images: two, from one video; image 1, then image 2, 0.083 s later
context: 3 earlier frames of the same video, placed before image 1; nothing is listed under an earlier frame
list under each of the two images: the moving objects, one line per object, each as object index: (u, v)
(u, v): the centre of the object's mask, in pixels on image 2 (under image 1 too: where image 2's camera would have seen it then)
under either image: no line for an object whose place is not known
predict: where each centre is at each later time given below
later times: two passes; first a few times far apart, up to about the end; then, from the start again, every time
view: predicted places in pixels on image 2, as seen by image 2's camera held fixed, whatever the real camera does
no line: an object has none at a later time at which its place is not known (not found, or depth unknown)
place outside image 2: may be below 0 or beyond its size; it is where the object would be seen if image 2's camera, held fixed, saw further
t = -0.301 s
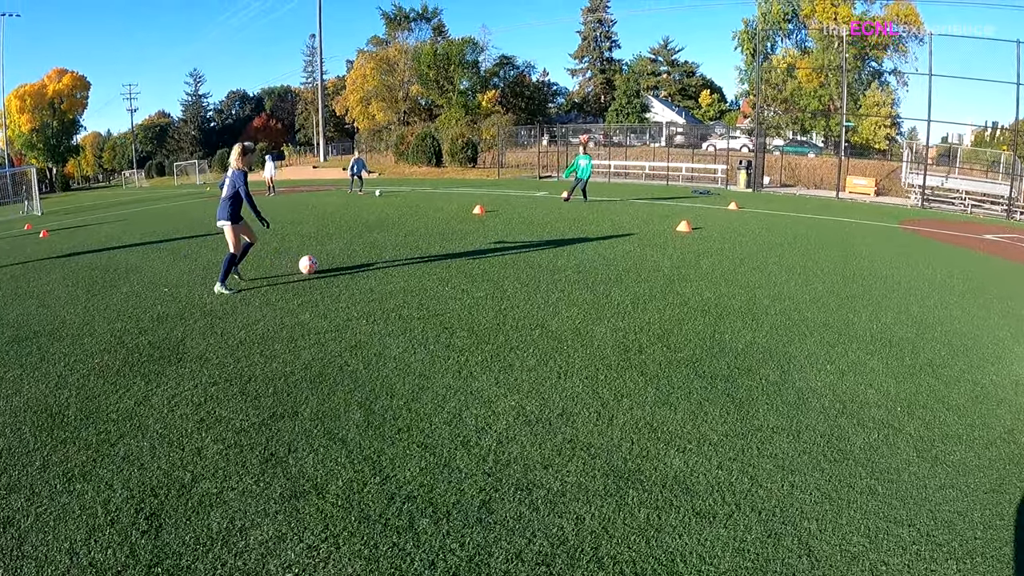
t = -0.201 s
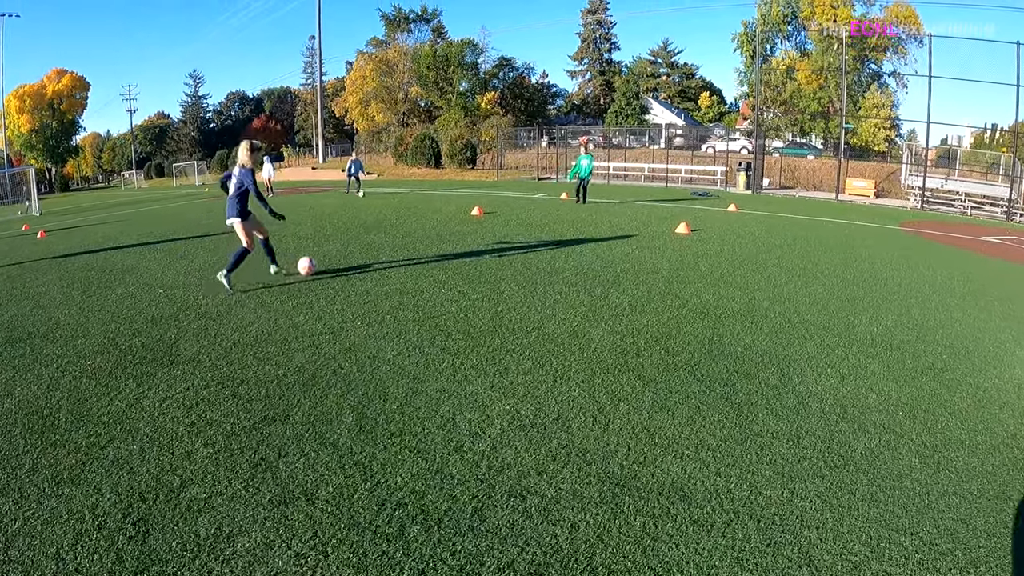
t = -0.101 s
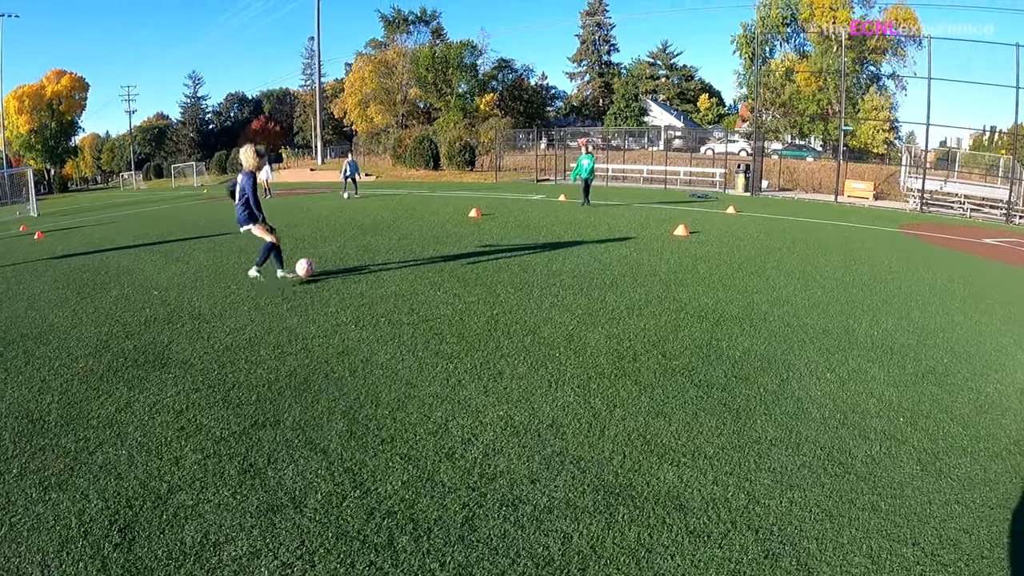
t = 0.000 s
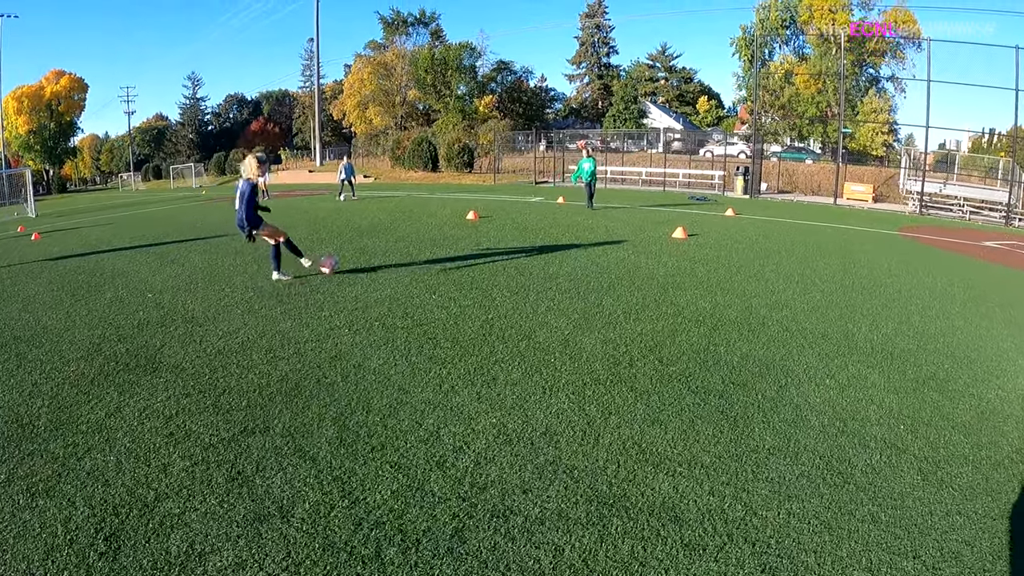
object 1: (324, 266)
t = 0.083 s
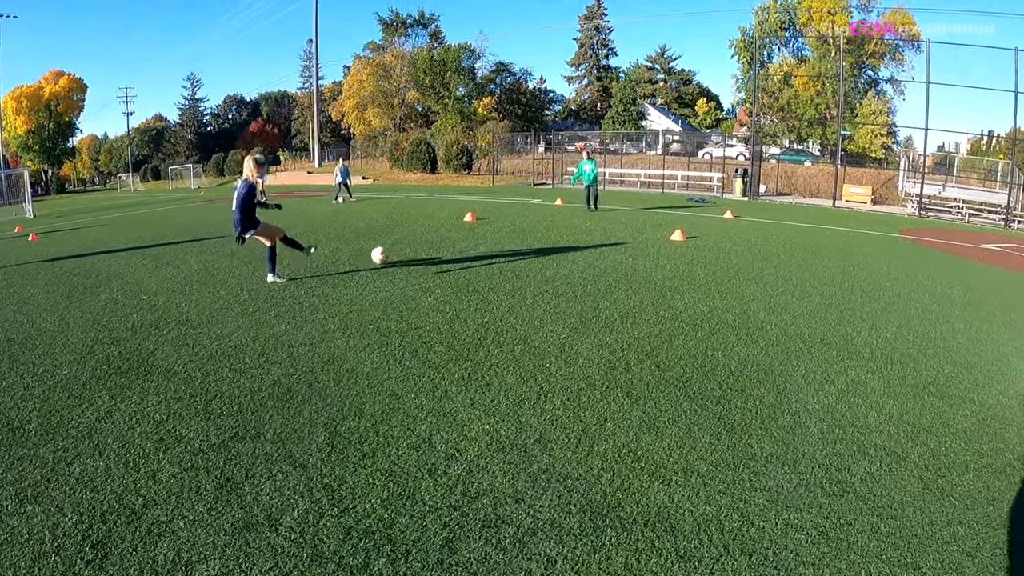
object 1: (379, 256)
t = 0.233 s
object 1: (455, 242)
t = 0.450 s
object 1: (527, 229)
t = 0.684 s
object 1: (574, 221)
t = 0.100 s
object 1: (389, 254)
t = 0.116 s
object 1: (398, 253)
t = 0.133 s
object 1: (407, 251)
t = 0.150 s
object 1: (417, 249)
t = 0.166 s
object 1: (425, 247)
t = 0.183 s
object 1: (432, 245)
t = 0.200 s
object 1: (440, 244)
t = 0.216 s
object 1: (447, 243)
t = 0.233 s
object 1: (455, 242)
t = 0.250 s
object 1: (462, 241)
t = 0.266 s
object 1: (468, 240)
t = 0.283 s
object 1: (474, 238)
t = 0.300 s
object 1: (481, 237)
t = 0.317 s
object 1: (487, 236)
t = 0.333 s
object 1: (493, 235)
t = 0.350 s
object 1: (499, 234)
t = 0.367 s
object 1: (504, 234)
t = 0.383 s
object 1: (509, 233)
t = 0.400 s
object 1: (514, 232)
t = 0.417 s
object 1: (518, 231)
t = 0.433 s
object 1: (523, 230)
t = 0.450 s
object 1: (527, 229)
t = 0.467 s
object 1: (531, 229)
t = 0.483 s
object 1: (535, 228)
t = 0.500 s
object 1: (539, 227)
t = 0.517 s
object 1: (543, 226)
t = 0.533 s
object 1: (546, 226)
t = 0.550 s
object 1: (550, 225)
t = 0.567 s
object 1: (553, 225)
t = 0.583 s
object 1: (557, 224)
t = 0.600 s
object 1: (560, 224)
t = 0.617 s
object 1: (563, 223)
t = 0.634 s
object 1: (566, 222)
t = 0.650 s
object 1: (569, 222)
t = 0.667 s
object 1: (572, 222)
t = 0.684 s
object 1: (574, 221)
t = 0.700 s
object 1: (577, 221)
